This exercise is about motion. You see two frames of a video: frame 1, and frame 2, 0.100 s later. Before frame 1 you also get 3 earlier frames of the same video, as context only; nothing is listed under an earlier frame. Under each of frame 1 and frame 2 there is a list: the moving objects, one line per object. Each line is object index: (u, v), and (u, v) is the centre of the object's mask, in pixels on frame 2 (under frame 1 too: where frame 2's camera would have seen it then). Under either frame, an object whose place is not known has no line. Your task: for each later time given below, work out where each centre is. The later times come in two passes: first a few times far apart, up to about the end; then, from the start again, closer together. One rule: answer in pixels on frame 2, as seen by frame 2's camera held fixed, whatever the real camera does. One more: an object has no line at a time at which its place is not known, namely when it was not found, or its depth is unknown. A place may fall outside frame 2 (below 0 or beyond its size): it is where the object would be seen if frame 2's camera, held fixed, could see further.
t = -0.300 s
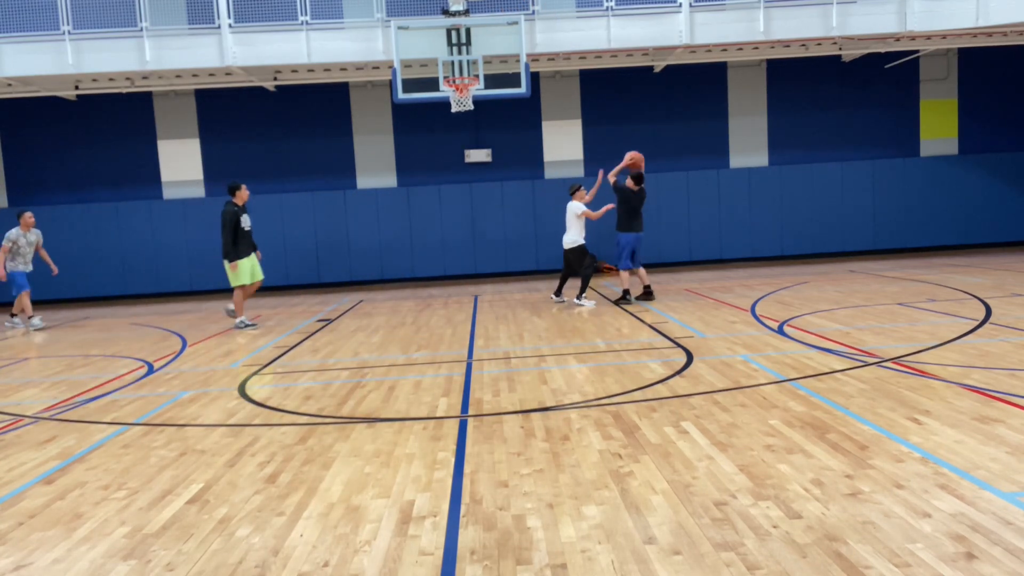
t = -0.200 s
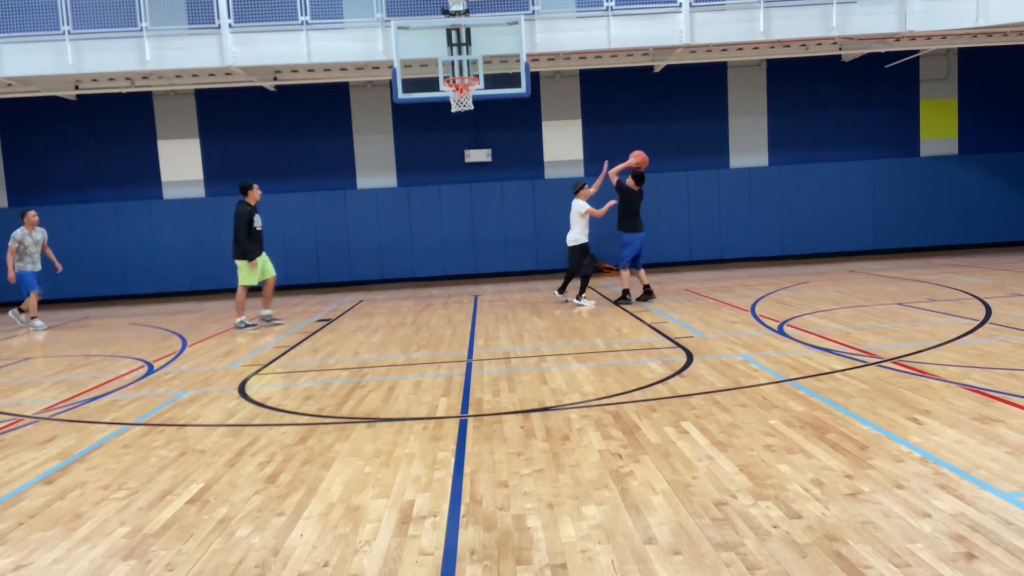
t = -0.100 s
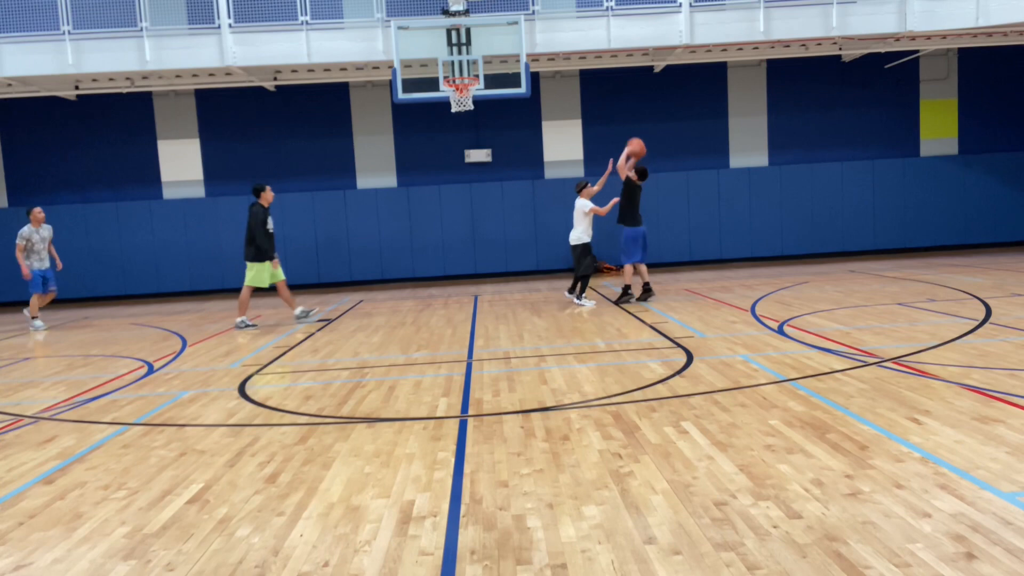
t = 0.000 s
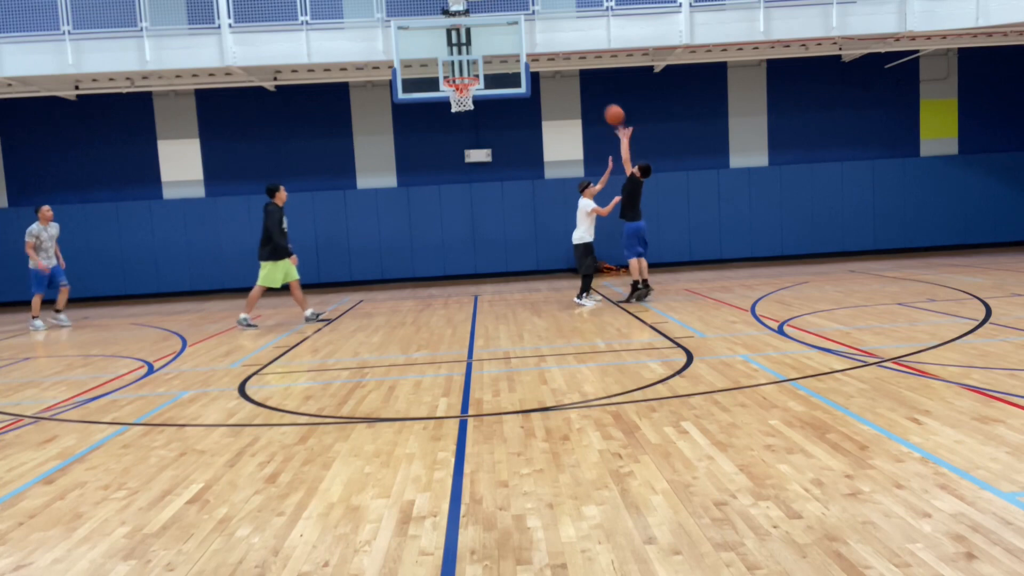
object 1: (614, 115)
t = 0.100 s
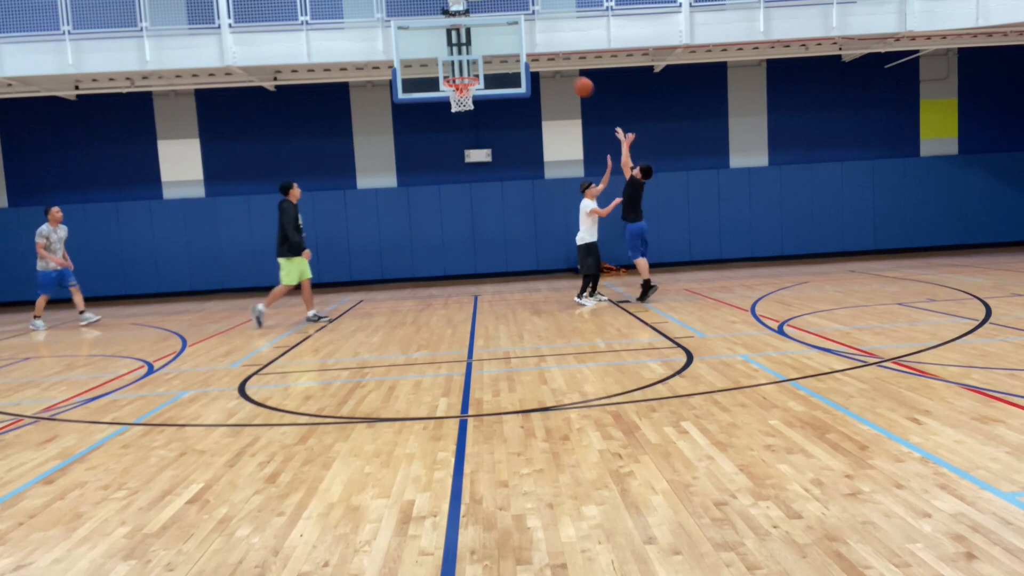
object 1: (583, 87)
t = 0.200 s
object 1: (554, 67)
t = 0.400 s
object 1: (499, 51)
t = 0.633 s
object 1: (463, 59)
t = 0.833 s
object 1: (456, 65)
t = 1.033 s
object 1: (470, 69)
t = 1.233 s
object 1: (463, 72)
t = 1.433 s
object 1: (457, 106)
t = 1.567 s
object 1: (458, 112)
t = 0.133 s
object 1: (573, 79)
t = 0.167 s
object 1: (563, 73)
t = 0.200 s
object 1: (554, 67)
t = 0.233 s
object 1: (545, 63)
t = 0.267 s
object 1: (536, 59)
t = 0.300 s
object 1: (526, 56)
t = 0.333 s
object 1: (517, 53)
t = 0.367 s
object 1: (508, 52)
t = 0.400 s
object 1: (499, 51)
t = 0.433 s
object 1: (490, 52)
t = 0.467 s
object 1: (484, 52)
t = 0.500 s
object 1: (480, 52)
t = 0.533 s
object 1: (476, 52)
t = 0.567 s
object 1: (471, 54)
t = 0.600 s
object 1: (467, 56)
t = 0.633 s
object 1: (463, 59)
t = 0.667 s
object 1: (459, 63)
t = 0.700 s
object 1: (454, 68)
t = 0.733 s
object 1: (450, 71)
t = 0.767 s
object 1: (452, 69)
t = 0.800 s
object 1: (454, 67)
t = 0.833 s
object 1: (456, 65)
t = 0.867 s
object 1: (459, 64)
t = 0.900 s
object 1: (461, 64)
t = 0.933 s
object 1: (463, 64)
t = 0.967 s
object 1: (465, 65)
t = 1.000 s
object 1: (468, 68)
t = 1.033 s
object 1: (470, 69)
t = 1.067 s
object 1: (471, 70)
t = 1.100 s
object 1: (470, 69)
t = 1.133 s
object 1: (468, 69)
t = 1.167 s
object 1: (466, 69)
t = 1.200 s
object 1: (464, 71)
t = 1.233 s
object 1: (463, 72)
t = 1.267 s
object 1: (460, 77)
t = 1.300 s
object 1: (458, 80)
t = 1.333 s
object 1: (456, 85)
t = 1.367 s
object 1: (455, 87)
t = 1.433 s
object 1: (457, 106)
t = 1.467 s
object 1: (456, 106)
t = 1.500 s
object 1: (456, 107)
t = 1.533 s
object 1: (457, 109)
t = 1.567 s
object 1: (458, 112)
